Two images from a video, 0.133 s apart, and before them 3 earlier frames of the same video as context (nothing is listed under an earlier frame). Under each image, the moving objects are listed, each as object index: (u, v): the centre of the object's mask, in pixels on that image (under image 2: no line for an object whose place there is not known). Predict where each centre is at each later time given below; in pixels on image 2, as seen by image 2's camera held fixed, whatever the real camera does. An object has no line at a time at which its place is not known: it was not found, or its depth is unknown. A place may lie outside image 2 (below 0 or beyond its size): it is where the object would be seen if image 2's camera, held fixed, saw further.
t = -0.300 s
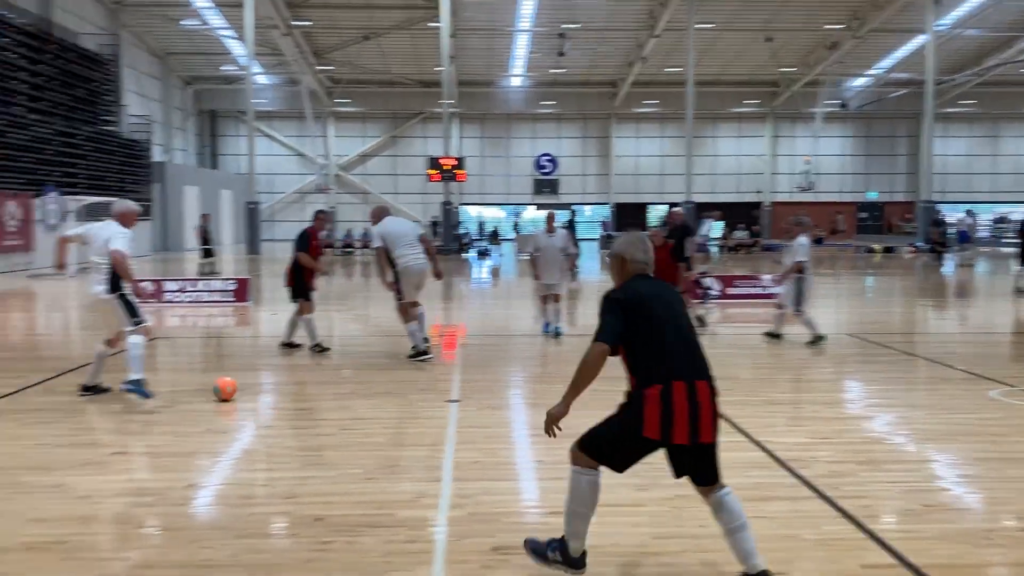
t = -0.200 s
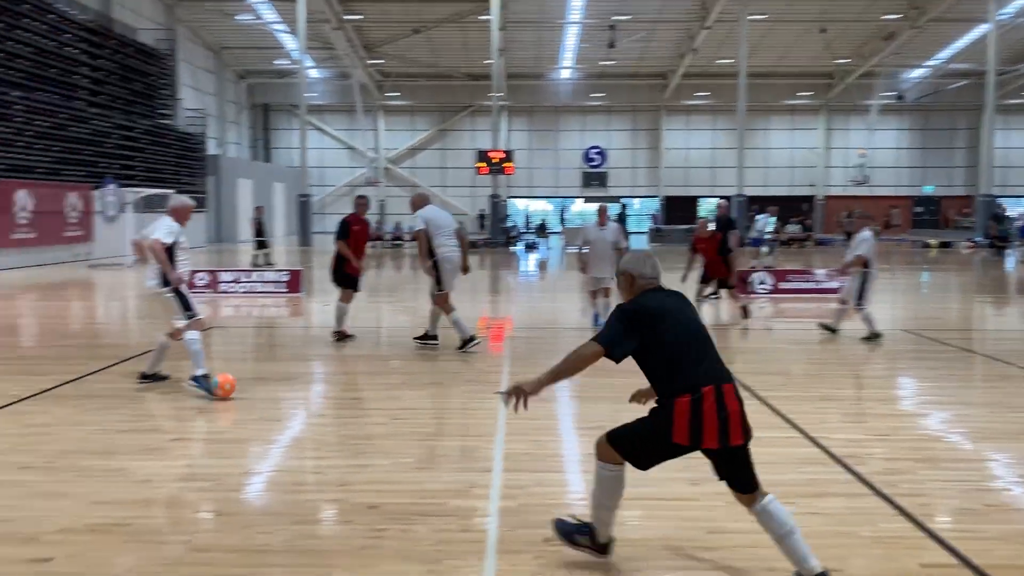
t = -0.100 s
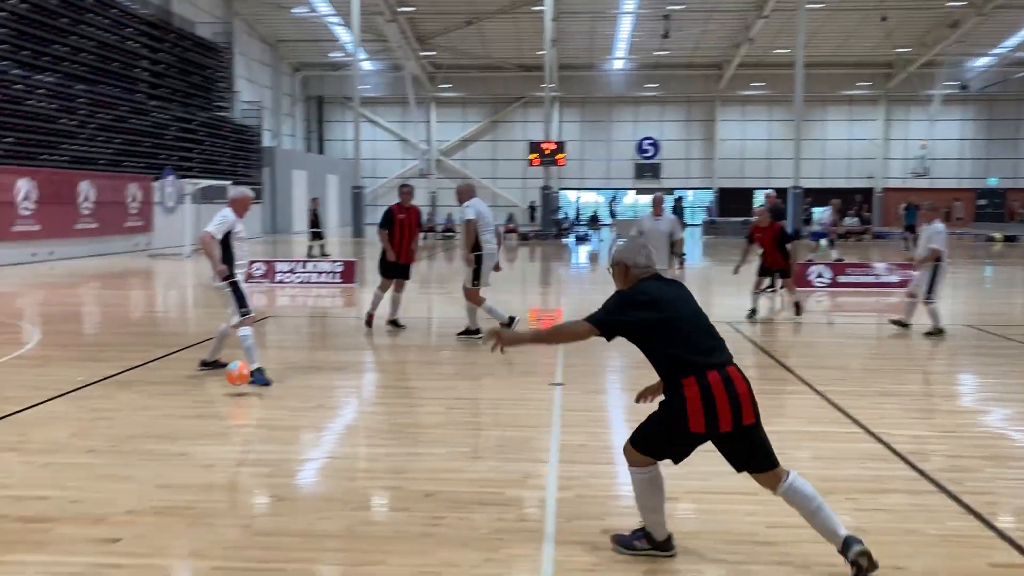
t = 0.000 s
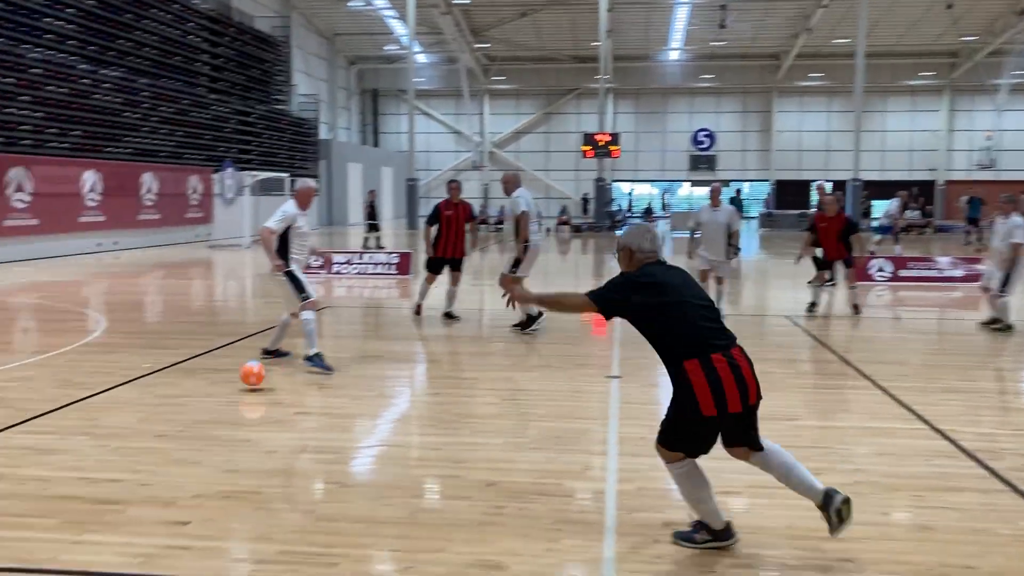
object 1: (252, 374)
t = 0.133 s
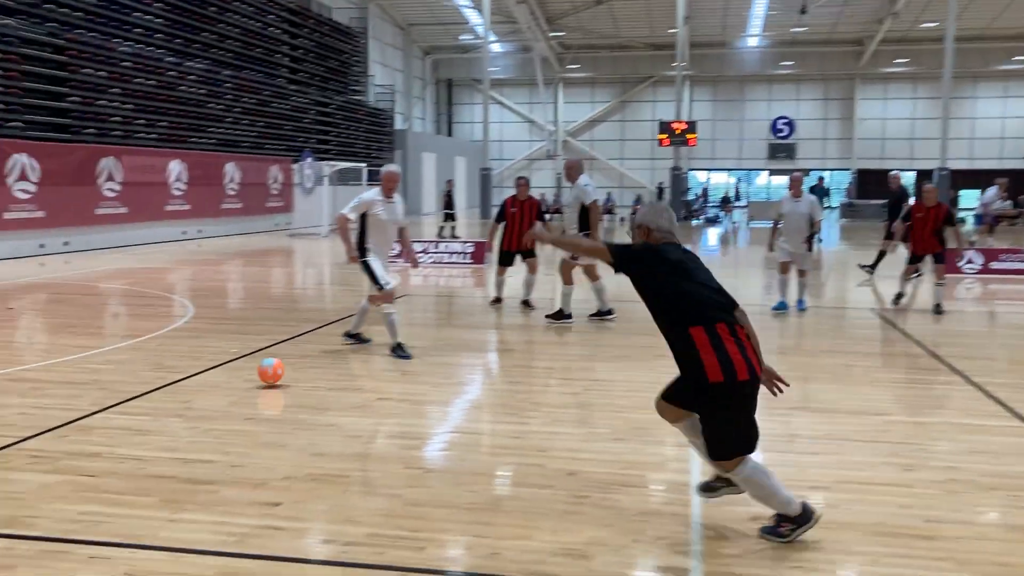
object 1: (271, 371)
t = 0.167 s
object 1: (254, 375)
